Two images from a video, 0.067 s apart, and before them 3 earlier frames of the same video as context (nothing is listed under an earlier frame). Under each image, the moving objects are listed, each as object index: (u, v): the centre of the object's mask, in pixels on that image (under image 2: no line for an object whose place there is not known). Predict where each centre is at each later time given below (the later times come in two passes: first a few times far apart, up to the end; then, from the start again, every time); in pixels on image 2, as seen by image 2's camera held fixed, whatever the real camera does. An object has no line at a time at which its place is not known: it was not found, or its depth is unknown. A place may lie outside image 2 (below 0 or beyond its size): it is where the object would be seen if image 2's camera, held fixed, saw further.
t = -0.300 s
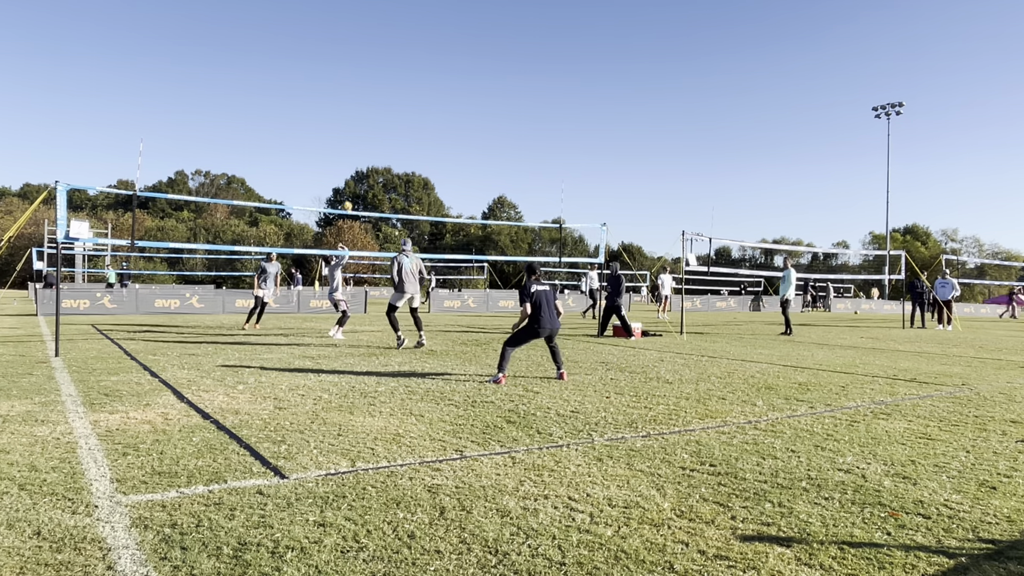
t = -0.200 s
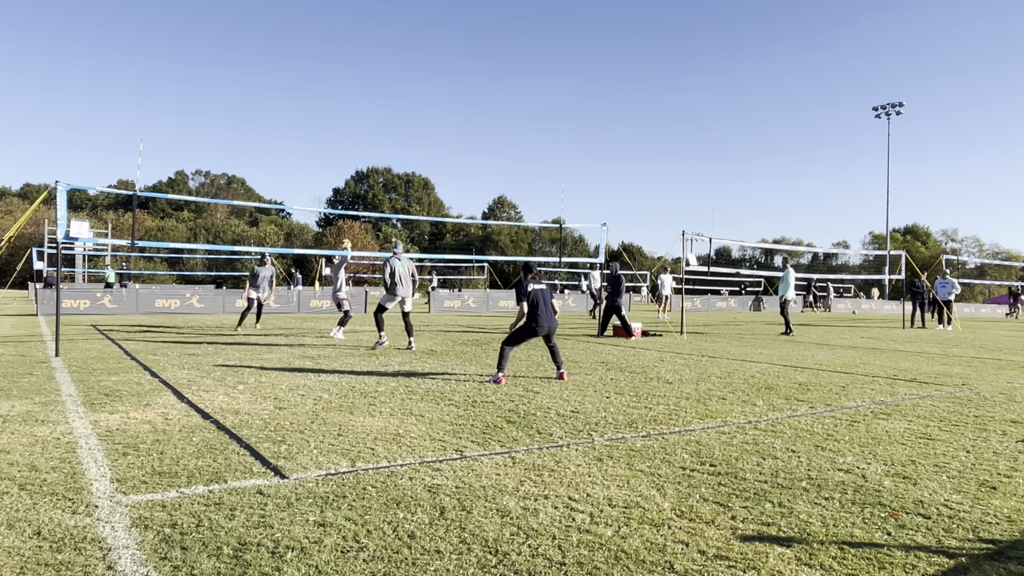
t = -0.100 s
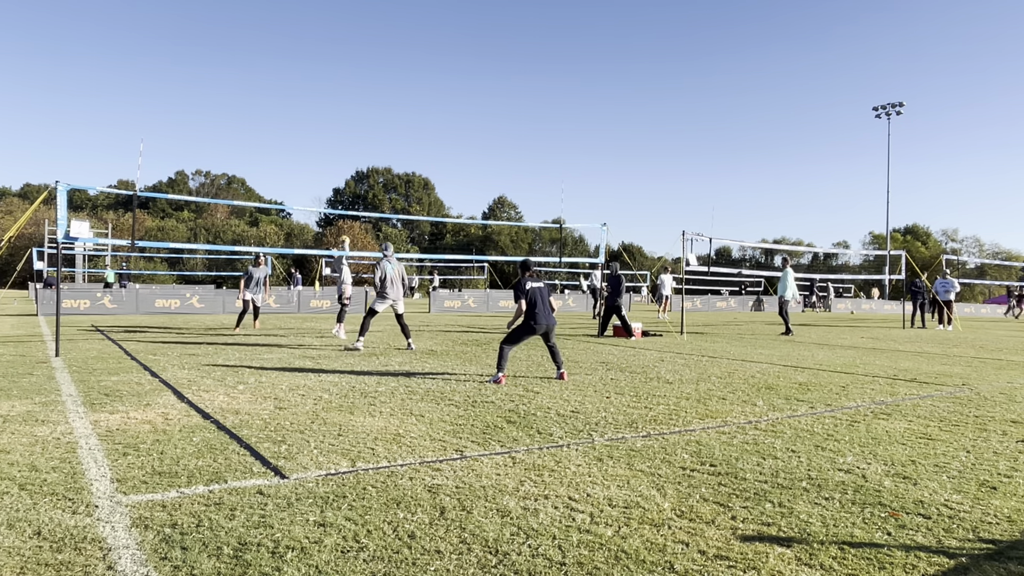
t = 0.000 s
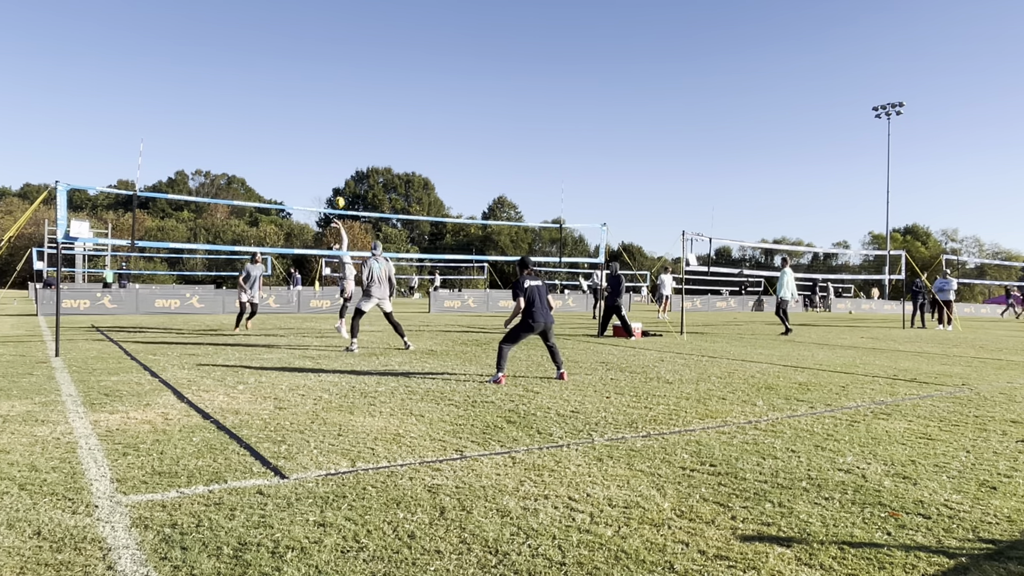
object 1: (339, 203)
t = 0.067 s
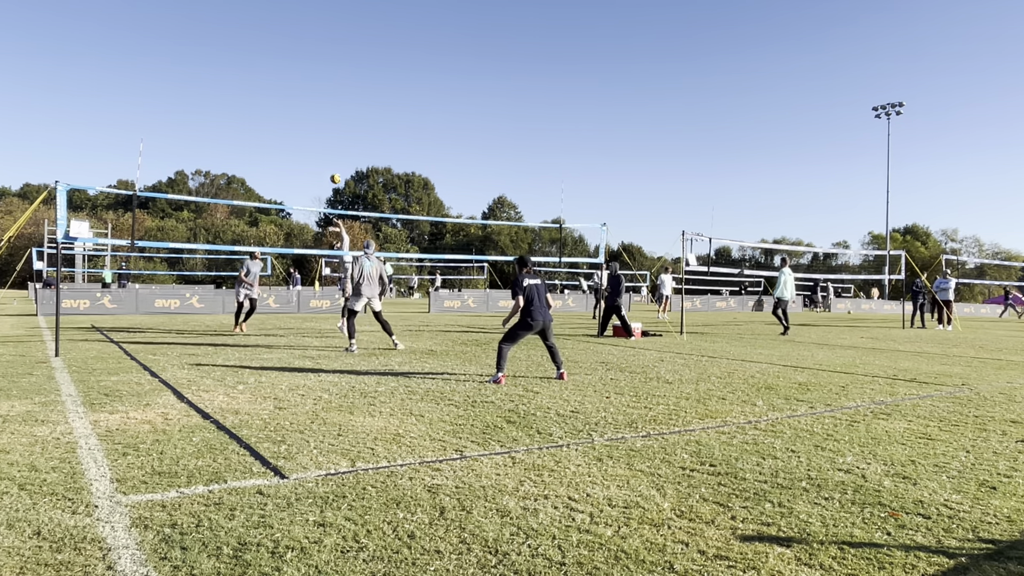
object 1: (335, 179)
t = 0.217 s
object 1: (328, 134)
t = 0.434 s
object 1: (315, 89)
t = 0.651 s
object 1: (302, 68)
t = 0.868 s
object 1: (288, 71)
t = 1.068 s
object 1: (274, 97)
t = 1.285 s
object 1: (258, 149)
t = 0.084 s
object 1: (335, 173)
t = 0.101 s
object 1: (334, 168)
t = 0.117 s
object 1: (333, 162)
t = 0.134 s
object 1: (332, 157)
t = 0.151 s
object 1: (331, 152)
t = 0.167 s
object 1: (330, 148)
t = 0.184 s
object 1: (329, 143)
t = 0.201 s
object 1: (328, 138)
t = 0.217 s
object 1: (328, 134)
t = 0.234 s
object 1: (327, 130)
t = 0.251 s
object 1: (326, 125)
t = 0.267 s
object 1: (325, 121)
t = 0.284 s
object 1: (324, 117)
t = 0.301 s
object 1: (323, 114)
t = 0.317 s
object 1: (322, 110)
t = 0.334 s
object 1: (321, 107)
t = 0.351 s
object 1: (320, 103)
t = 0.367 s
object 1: (319, 100)
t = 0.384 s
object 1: (318, 97)
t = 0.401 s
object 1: (317, 94)
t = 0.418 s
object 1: (317, 91)
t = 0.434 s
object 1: (315, 89)
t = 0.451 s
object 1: (315, 86)
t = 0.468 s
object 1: (314, 84)
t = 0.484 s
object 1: (313, 82)
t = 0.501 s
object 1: (312, 80)
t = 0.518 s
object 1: (311, 78)
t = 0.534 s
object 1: (310, 76)
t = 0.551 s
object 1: (309, 75)
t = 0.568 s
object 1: (308, 73)
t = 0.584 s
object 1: (307, 72)
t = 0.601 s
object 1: (305, 71)
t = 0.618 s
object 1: (304, 70)
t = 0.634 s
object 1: (303, 69)
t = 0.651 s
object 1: (302, 68)
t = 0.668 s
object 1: (301, 67)
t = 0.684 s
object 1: (300, 67)
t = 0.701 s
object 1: (299, 67)
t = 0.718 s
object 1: (298, 67)
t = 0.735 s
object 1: (297, 67)
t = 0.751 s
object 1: (296, 67)
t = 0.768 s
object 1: (295, 67)
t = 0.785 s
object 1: (293, 67)
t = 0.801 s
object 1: (292, 68)
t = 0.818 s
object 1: (291, 68)
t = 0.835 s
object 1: (290, 69)
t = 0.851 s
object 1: (289, 70)
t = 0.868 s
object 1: (288, 71)
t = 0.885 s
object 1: (287, 73)
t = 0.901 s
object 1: (285, 74)
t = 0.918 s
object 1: (284, 76)
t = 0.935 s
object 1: (283, 78)
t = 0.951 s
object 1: (282, 79)
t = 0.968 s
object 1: (281, 81)
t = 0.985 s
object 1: (279, 84)
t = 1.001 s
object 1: (278, 86)
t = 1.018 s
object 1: (277, 89)
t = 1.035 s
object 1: (276, 91)
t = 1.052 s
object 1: (275, 94)
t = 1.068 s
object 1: (274, 97)
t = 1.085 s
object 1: (272, 100)
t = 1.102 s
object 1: (271, 103)
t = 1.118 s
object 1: (270, 107)
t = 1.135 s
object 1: (269, 110)
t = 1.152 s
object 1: (268, 114)
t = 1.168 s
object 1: (266, 118)
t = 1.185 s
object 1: (265, 122)
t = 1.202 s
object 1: (264, 126)
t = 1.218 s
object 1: (263, 131)
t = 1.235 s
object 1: (262, 135)
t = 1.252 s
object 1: (260, 140)
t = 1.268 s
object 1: (259, 145)
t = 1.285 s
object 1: (258, 149)
